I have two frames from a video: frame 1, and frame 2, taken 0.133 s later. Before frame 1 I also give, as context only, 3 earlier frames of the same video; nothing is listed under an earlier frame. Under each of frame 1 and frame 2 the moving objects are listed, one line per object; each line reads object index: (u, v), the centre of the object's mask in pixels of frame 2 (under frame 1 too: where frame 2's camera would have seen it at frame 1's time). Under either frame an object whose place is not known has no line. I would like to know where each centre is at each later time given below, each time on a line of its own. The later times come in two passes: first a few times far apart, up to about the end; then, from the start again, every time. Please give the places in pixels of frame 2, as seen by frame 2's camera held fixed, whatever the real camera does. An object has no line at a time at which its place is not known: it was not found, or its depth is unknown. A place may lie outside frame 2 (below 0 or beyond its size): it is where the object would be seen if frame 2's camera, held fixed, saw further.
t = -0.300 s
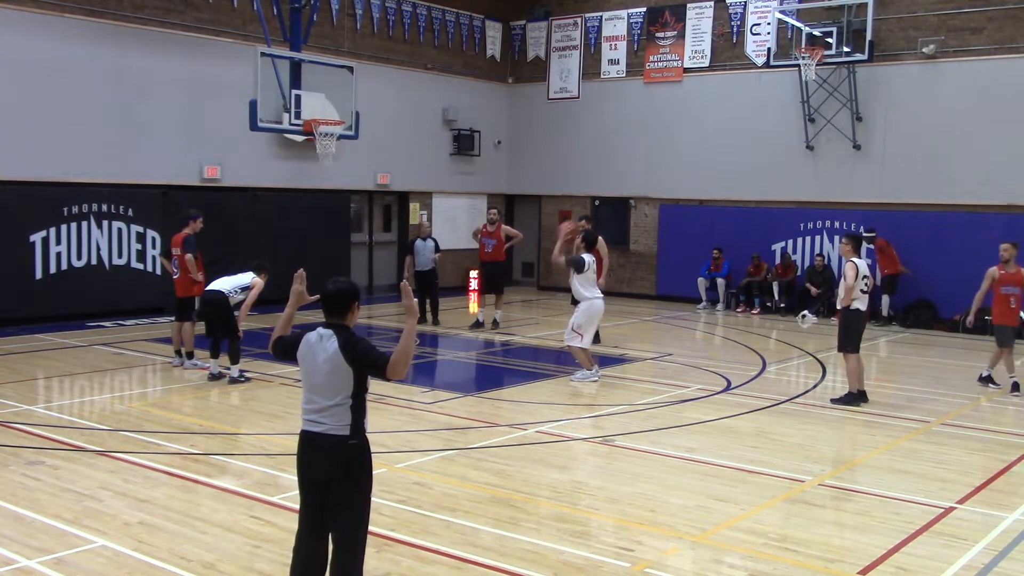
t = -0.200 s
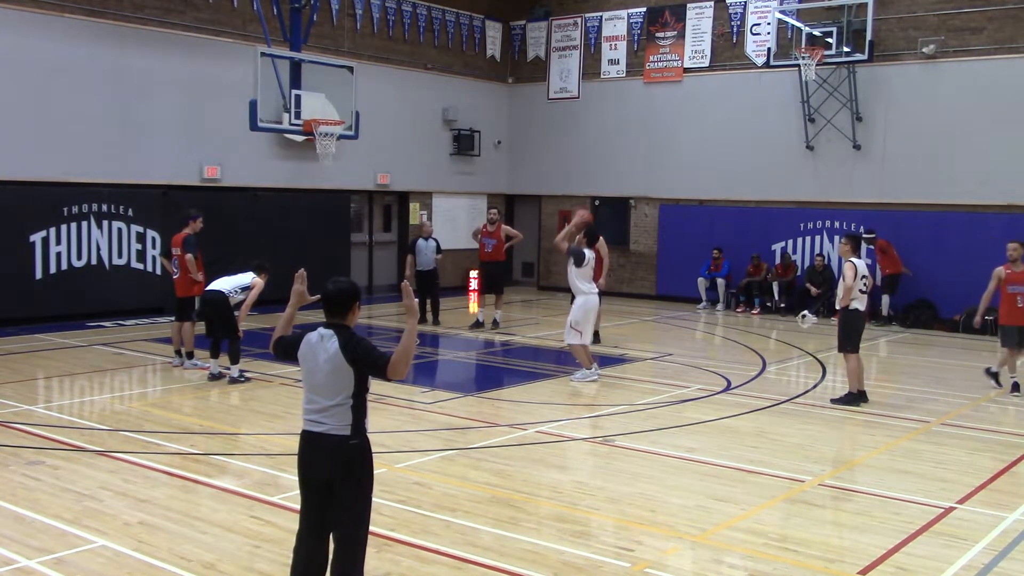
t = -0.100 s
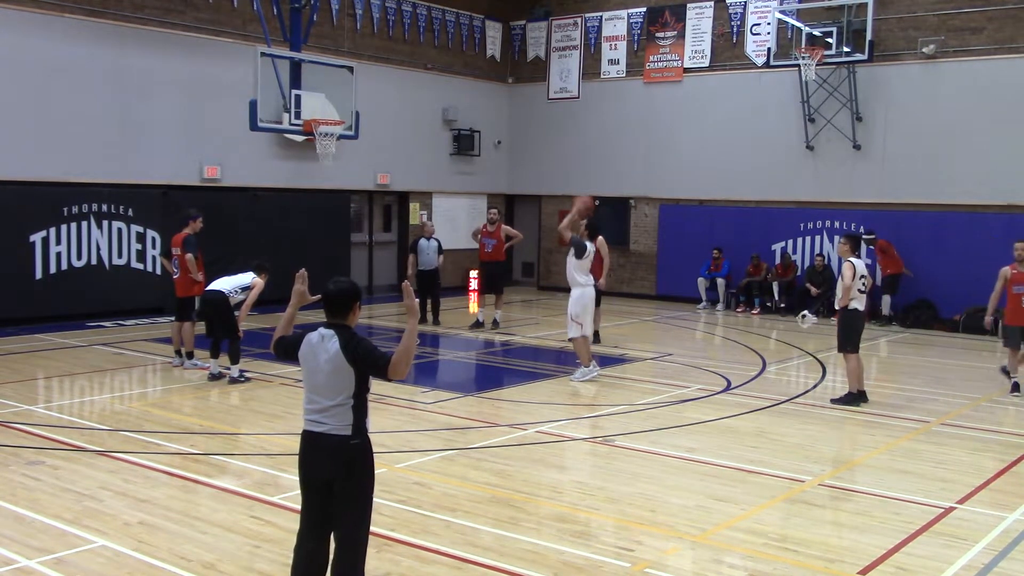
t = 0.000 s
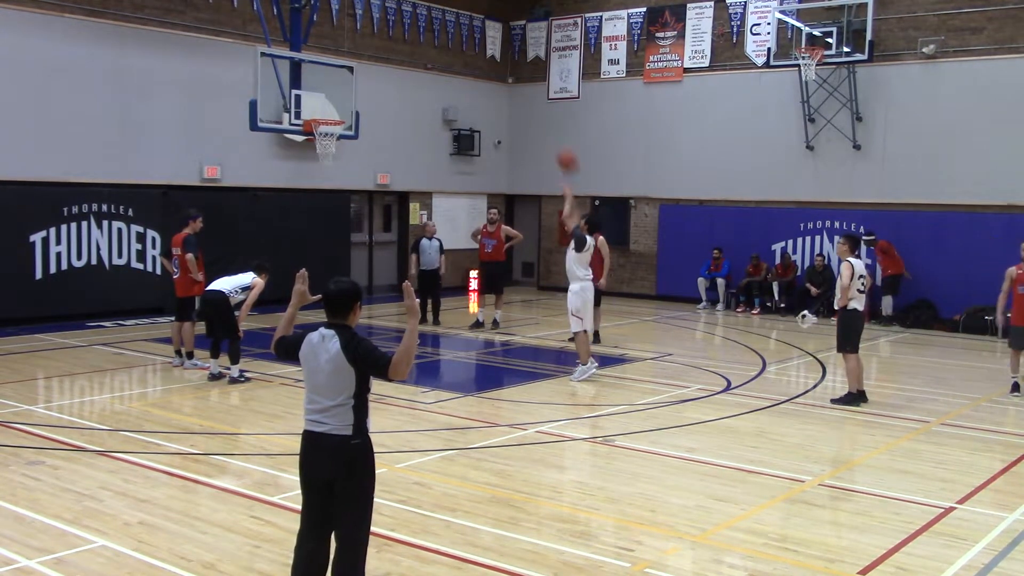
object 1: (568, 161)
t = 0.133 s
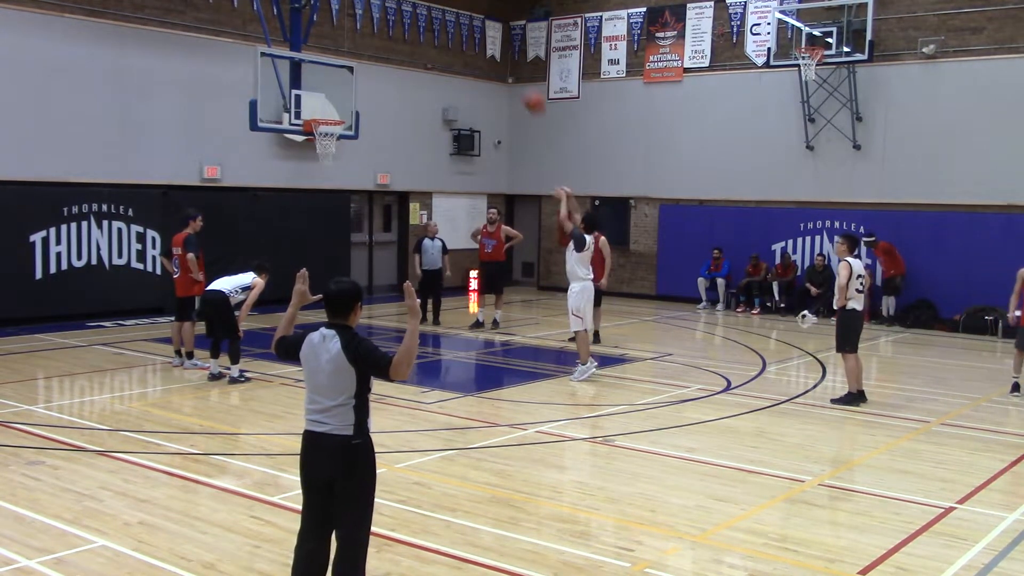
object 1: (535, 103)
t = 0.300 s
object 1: (495, 53)
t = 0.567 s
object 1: (436, 24)
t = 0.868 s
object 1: (375, 58)
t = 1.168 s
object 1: (341, 100)
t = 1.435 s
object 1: (346, 100)
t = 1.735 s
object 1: (352, 162)
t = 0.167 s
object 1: (526, 89)
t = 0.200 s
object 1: (517, 78)
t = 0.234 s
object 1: (510, 68)
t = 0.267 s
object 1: (502, 60)
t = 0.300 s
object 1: (495, 53)
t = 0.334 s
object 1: (486, 46)
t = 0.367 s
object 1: (478, 40)
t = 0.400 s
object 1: (471, 35)
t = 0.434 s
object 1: (463, 31)
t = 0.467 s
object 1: (457, 28)
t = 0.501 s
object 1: (450, 26)
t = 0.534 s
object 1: (442, 25)
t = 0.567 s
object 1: (436, 24)
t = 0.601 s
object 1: (428, 25)
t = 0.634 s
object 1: (422, 26)
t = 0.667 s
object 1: (414, 28)
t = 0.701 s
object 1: (408, 32)
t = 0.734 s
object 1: (401, 35)
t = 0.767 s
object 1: (394, 40)
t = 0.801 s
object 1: (387, 44)
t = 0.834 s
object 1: (381, 50)
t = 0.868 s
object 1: (375, 58)
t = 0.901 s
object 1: (368, 66)
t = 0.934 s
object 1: (361, 76)
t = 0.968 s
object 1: (354, 85)
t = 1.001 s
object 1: (349, 94)
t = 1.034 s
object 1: (343, 103)
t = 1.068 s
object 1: (338, 112)
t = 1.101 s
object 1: (339, 108)
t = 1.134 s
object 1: (340, 103)
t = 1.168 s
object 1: (341, 100)
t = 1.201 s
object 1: (341, 97)
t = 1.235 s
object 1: (342, 95)
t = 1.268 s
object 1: (343, 94)
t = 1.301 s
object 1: (343, 94)
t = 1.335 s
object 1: (344, 94)
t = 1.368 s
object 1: (345, 95)
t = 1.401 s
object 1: (345, 97)
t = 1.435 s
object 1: (346, 100)
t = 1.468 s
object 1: (347, 103)
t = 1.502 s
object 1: (347, 108)
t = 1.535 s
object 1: (348, 113)
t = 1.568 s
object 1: (349, 119)
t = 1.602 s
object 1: (349, 126)
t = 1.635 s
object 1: (350, 133)
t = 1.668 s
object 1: (351, 143)
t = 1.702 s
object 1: (352, 153)
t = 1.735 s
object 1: (352, 162)
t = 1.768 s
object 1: (353, 172)
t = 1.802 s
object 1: (354, 183)
